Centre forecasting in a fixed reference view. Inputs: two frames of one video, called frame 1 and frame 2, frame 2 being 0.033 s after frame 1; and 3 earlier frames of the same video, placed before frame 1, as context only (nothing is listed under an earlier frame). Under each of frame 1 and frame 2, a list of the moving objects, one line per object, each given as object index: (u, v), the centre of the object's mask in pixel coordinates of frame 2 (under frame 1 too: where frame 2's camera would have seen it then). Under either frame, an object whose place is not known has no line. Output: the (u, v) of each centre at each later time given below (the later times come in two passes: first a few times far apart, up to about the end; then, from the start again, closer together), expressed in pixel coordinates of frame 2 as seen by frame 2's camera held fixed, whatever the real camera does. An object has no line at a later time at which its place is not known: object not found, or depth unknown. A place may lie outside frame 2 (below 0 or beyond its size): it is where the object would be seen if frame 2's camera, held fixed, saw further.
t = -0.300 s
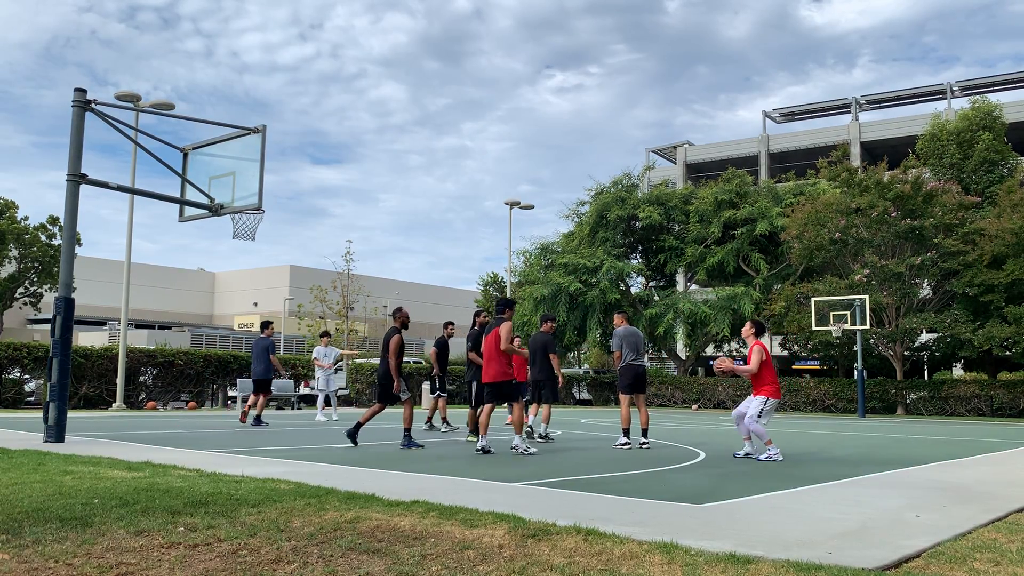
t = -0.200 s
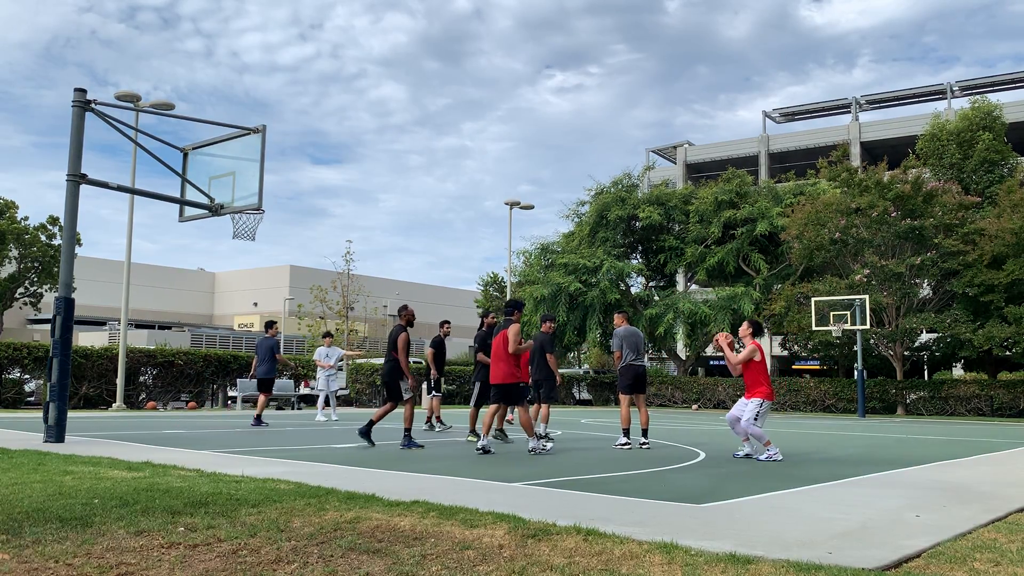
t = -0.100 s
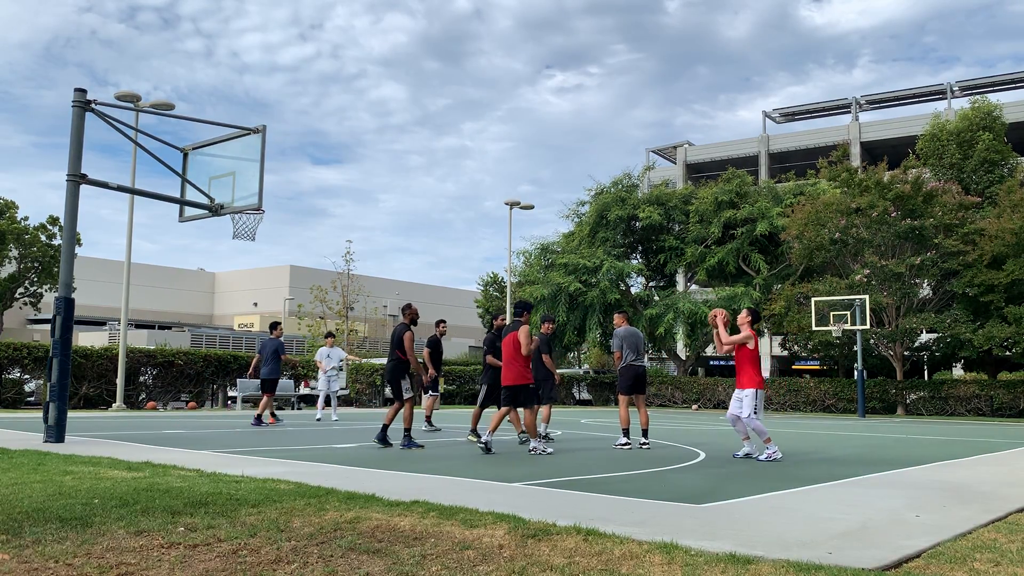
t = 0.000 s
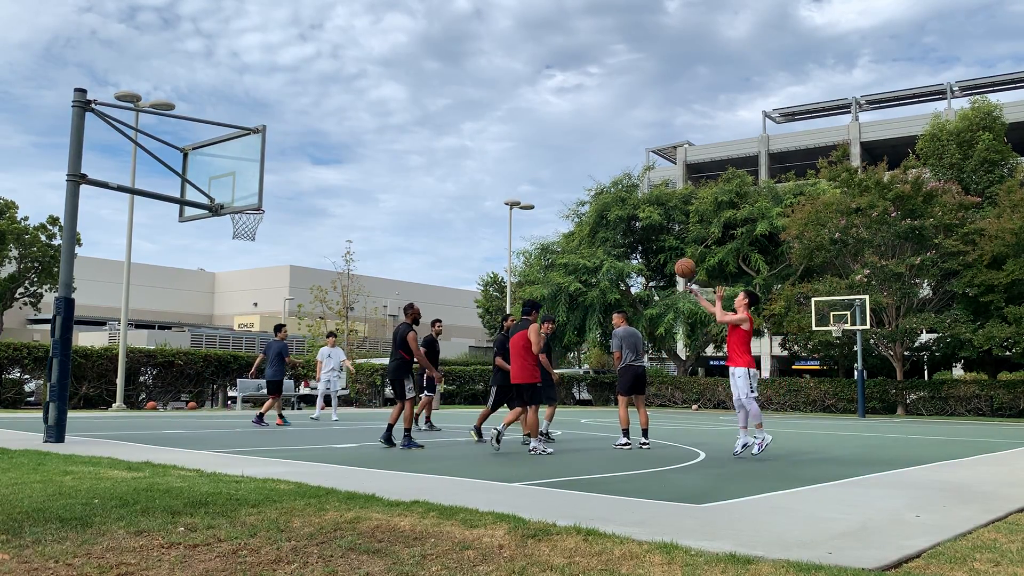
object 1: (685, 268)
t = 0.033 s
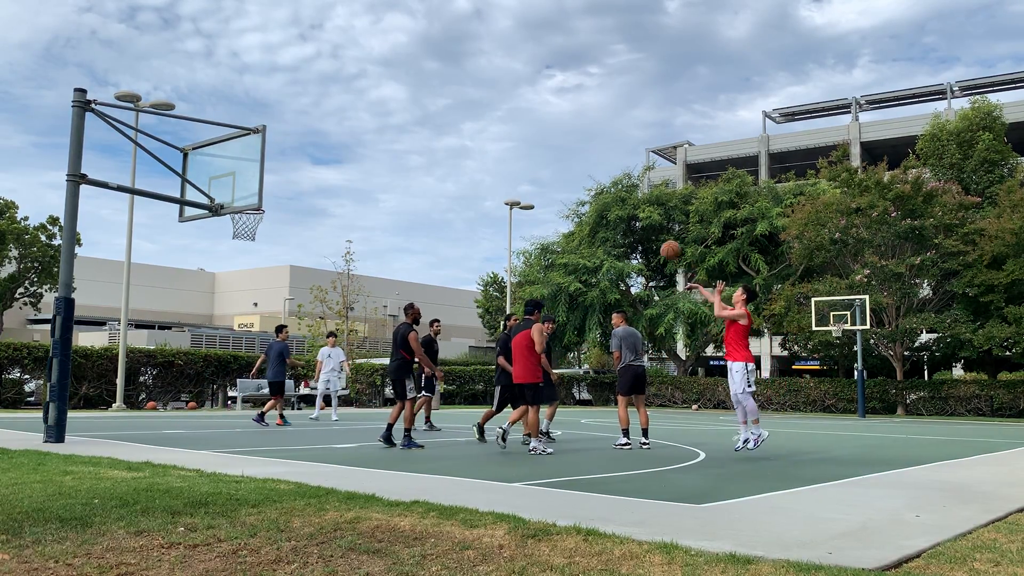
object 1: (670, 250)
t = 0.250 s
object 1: (581, 162)
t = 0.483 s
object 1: (493, 114)
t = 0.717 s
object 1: (410, 107)
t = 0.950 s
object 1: (330, 138)
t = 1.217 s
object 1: (242, 207)
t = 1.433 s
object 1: (256, 234)
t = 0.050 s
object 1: (663, 242)
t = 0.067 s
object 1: (656, 233)
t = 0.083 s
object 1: (649, 226)
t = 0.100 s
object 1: (642, 219)
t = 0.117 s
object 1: (635, 212)
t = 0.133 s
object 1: (628, 204)
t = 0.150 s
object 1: (621, 197)
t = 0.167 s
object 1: (614, 191)
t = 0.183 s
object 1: (608, 185)
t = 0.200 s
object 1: (601, 179)
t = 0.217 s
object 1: (594, 173)
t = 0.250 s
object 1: (581, 162)
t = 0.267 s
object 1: (574, 158)
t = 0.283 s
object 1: (568, 153)
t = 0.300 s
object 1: (562, 148)
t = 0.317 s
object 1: (555, 144)
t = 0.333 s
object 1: (549, 140)
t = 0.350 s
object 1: (542, 136)
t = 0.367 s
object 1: (536, 132)
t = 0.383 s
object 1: (530, 129)
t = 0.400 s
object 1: (523, 126)
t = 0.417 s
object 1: (517, 123)
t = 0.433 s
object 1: (511, 120)
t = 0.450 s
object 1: (505, 118)
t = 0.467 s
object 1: (499, 116)
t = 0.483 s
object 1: (493, 114)
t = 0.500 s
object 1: (487, 112)
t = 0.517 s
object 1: (480, 110)
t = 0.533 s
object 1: (474, 109)
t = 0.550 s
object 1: (468, 107)
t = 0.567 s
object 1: (462, 106)
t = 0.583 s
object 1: (457, 106)
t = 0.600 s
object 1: (450, 105)
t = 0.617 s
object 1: (445, 105)
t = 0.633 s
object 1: (439, 104)
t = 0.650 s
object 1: (433, 105)
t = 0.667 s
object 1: (427, 105)
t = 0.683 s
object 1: (421, 105)
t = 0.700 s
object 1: (415, 106)
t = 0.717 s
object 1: (410, 107)
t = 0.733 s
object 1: (404, 108)
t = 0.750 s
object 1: (398, 109)
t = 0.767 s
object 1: (392, 110)
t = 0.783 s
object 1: (387, 112)
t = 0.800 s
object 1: (381, 114)
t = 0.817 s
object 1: (375, 115)
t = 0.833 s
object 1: (370, 117)
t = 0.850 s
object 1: (364, 120)
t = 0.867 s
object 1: (358, 122)
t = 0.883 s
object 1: (352, 125)
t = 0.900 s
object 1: (347, 128)
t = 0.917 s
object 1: (341, 131)
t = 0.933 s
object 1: (336, 134)
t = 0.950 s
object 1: (330, 138)
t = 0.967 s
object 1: (324, 141)
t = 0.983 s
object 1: (319, 145)
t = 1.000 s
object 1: (313, 149)
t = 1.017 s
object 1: (308, 153)
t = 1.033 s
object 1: (302, 158)
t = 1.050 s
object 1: (296, 162)
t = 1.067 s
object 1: (291, 167)
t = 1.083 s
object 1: (285, 172)
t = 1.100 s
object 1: (280, 177)
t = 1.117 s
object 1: (274, 182)
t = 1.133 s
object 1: (270, 188)
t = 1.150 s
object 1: (267, 193)
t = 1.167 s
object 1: (264, 199)
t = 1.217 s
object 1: (242, 207)
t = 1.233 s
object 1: (239, 216)
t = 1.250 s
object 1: (236, 218)
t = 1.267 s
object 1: (238, 219)
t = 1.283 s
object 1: (240, 222)
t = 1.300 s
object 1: (242, 225)
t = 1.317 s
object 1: (245, 227)
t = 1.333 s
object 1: (247, 231)
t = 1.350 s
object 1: (249, 233)
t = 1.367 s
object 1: (251, 234)
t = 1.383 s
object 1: (253, 234)
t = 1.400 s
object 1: (254, 234)
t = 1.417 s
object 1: (255, 234)
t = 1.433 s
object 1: (256, 234)
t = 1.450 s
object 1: (257, 235)
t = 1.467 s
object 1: (258, 235)
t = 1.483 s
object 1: (259, 235)
